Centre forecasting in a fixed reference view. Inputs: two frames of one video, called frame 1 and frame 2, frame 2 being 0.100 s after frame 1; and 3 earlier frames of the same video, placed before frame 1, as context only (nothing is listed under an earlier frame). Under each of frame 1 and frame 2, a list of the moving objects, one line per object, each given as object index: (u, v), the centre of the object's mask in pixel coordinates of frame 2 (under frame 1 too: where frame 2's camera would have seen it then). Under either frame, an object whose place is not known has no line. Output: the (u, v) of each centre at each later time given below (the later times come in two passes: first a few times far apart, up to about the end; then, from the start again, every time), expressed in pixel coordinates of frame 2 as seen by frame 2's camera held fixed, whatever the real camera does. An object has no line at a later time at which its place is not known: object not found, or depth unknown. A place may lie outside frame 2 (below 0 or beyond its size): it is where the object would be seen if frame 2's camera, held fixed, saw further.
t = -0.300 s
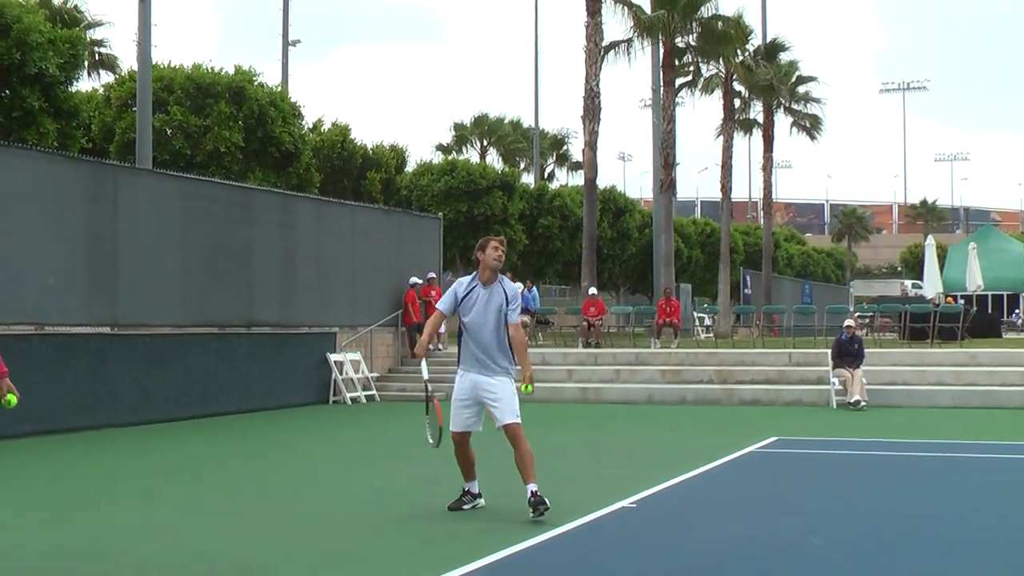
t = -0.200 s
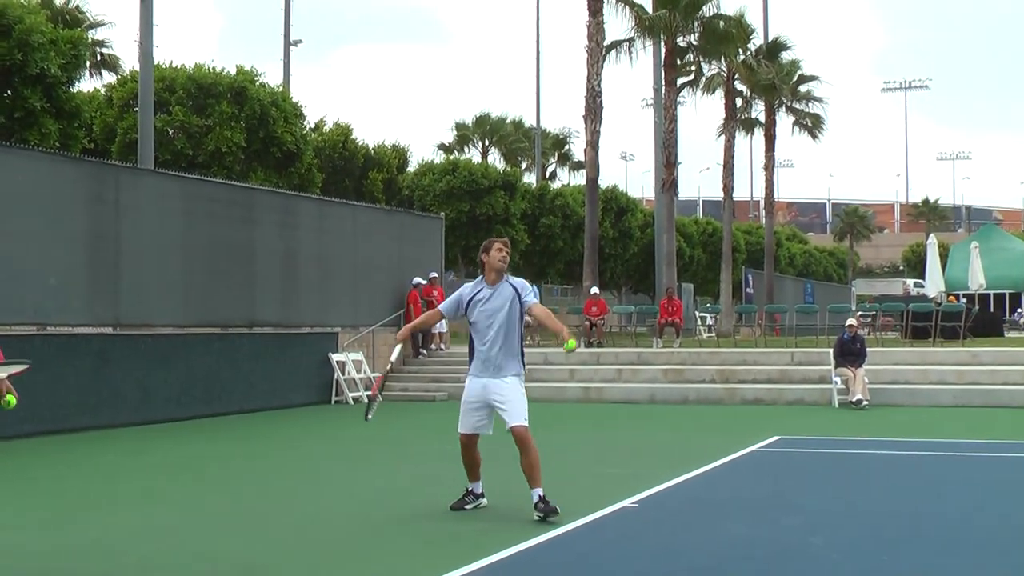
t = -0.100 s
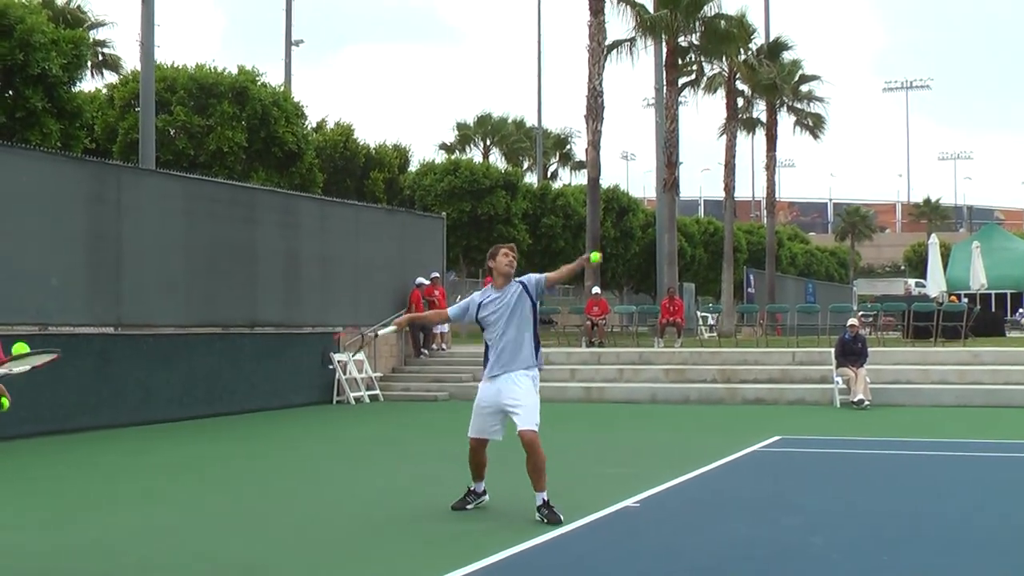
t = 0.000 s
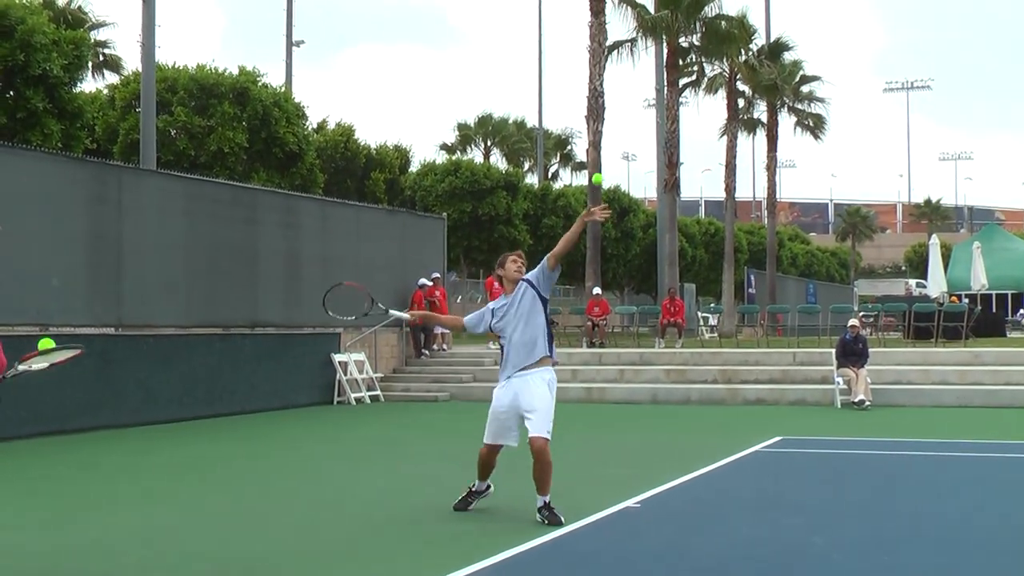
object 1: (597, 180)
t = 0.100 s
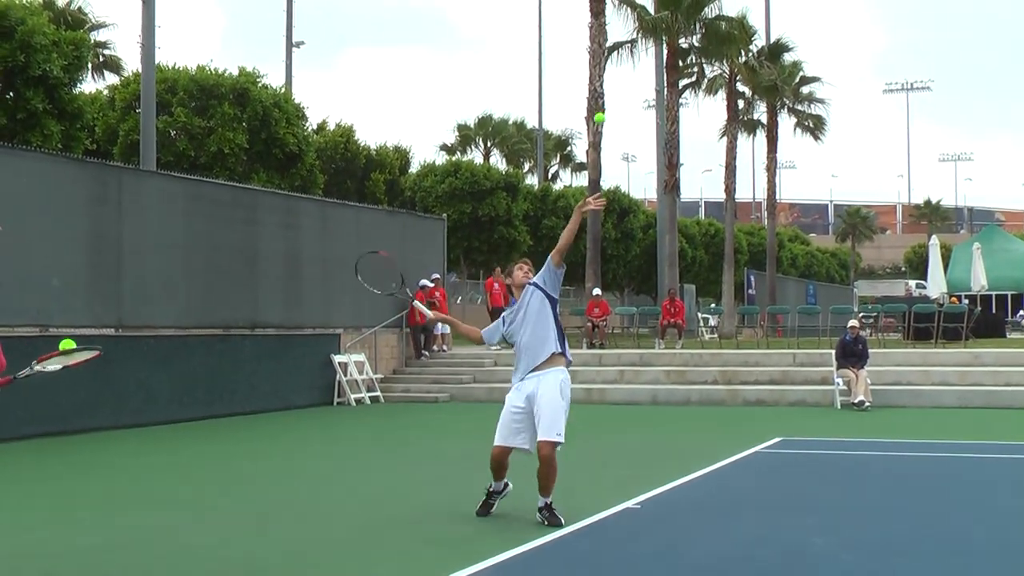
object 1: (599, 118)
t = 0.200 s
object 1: (601, 74)
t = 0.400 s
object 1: (606, 33)
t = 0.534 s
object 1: (611, 40)
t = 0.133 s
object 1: (600, 102)
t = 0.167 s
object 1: (600, 87)
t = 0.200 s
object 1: (601, 74)
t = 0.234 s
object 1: (602, 62)
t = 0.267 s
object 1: (603, 53)
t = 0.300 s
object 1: (604, 46)
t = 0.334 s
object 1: (605, 41)
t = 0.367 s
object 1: (605, 36)
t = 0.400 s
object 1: (606, 33)
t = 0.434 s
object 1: (607, 33)
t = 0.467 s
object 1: (608, 33)
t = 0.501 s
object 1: (609, 36)
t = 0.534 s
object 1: (611, 40)
